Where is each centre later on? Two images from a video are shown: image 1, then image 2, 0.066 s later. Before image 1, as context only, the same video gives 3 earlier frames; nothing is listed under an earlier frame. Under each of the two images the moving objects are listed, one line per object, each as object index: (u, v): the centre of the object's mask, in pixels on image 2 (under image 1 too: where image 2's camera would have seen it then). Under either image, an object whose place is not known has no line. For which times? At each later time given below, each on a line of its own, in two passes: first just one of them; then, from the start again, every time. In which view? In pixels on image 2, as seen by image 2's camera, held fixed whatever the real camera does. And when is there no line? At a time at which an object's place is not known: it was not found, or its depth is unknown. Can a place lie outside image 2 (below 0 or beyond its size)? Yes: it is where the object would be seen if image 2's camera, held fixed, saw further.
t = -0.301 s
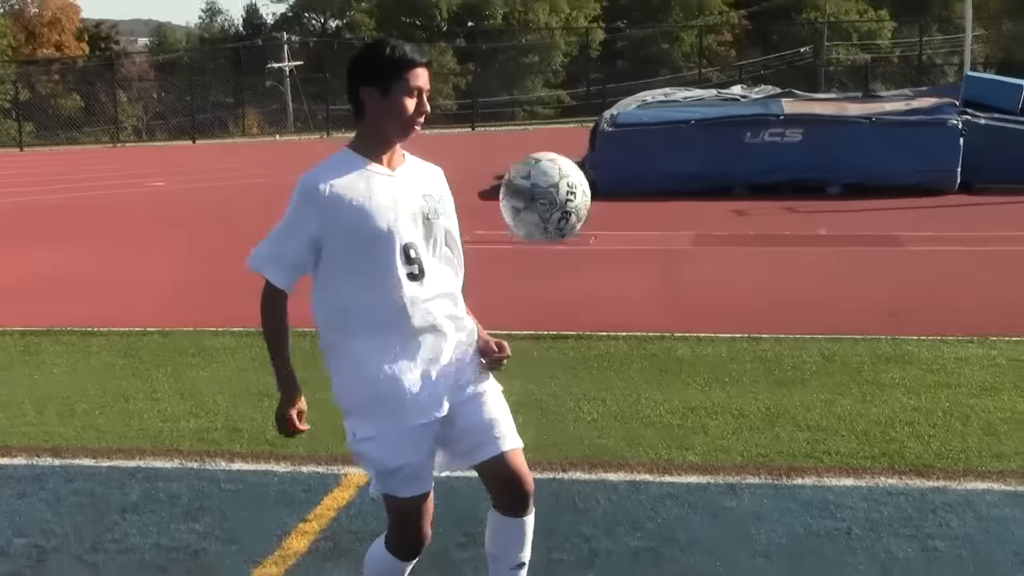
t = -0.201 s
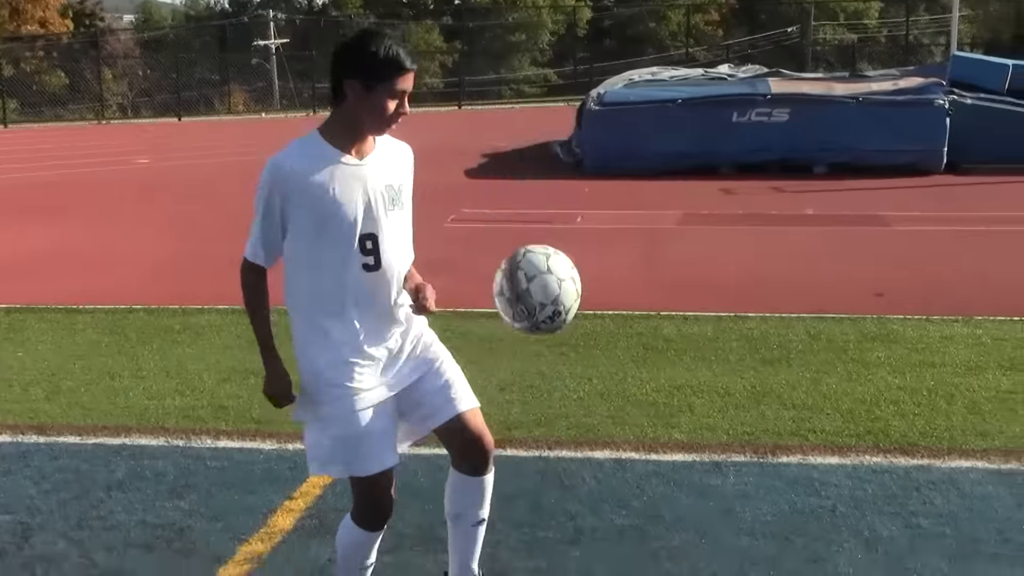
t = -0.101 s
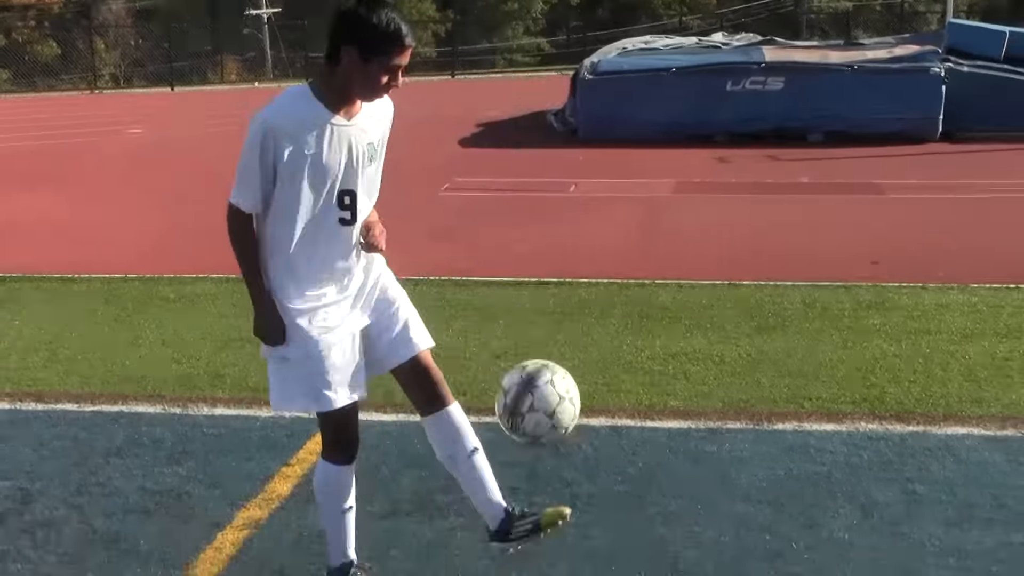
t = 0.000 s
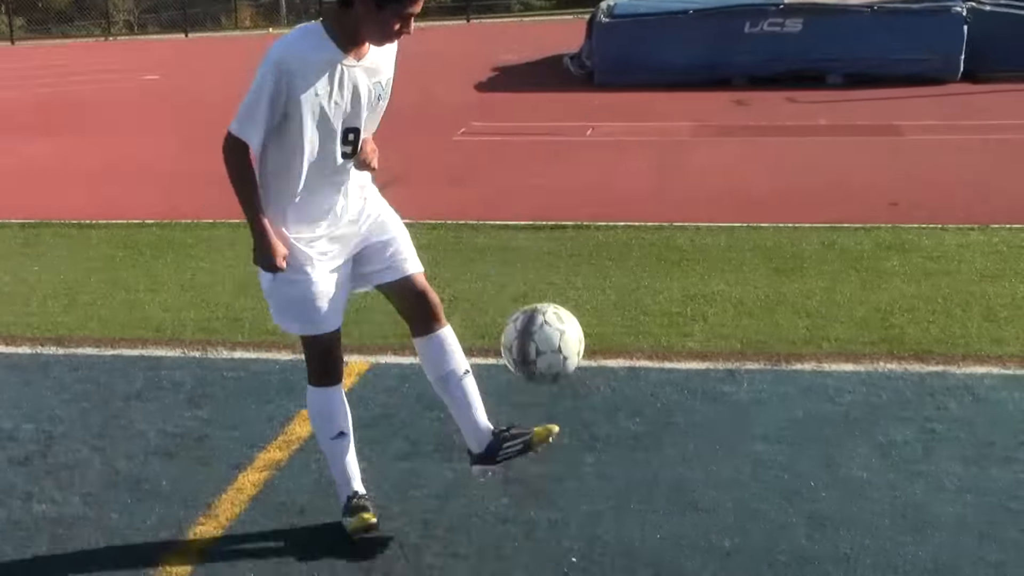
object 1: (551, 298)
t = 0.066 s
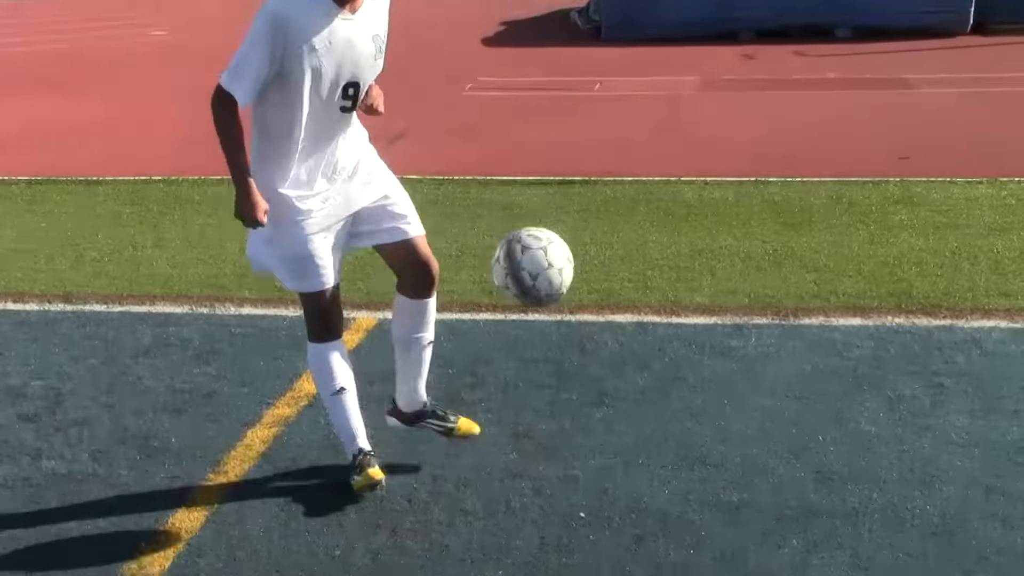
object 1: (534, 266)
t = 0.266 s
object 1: (484, 267)
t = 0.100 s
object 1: (525, 257)
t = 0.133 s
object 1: (516, 252)
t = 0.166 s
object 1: (508, 250)
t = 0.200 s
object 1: (500, 251)
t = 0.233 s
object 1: (492, 258)
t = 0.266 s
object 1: (484, 267)
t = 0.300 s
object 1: (476, 280)
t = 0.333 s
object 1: (469, 295)
